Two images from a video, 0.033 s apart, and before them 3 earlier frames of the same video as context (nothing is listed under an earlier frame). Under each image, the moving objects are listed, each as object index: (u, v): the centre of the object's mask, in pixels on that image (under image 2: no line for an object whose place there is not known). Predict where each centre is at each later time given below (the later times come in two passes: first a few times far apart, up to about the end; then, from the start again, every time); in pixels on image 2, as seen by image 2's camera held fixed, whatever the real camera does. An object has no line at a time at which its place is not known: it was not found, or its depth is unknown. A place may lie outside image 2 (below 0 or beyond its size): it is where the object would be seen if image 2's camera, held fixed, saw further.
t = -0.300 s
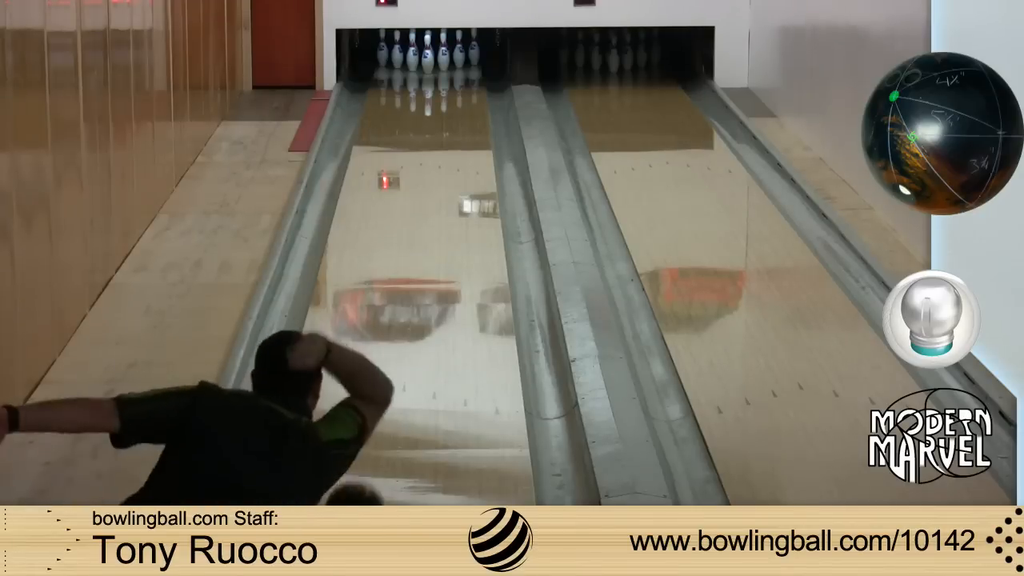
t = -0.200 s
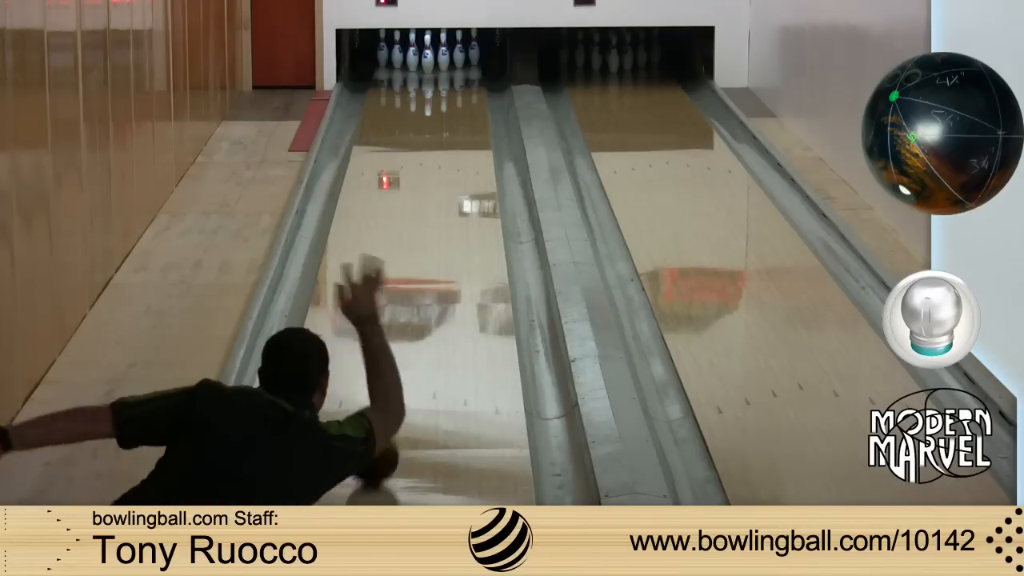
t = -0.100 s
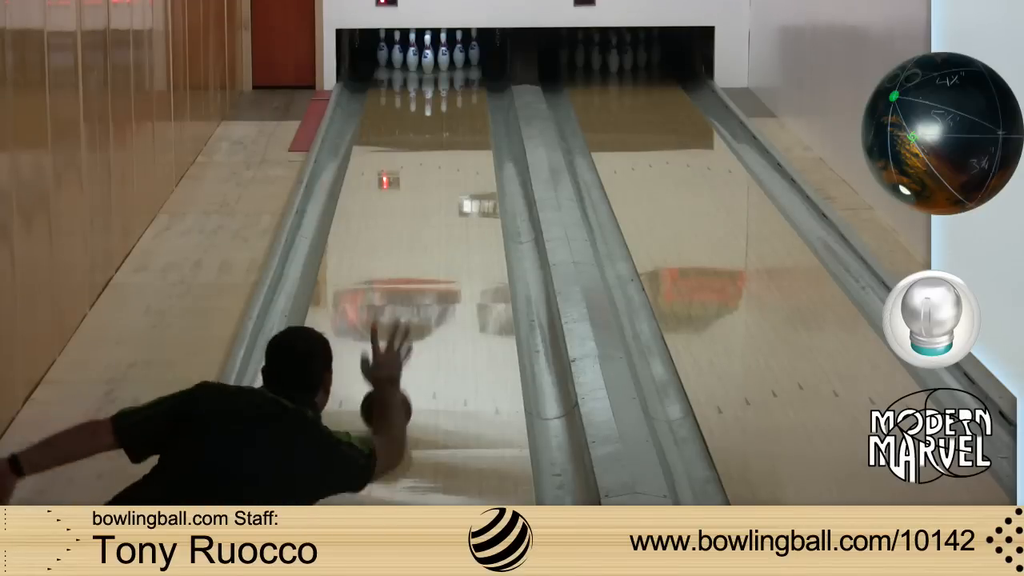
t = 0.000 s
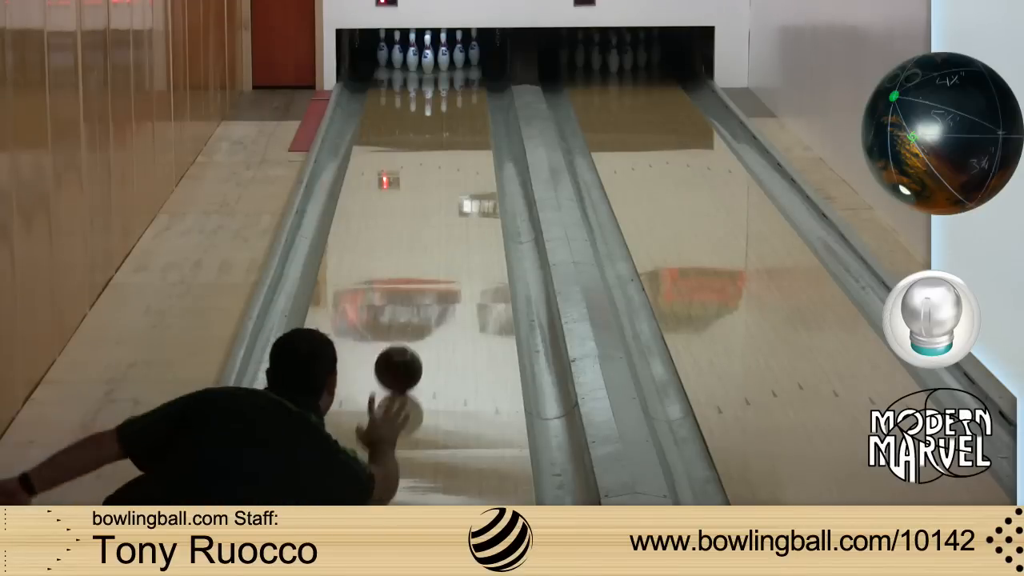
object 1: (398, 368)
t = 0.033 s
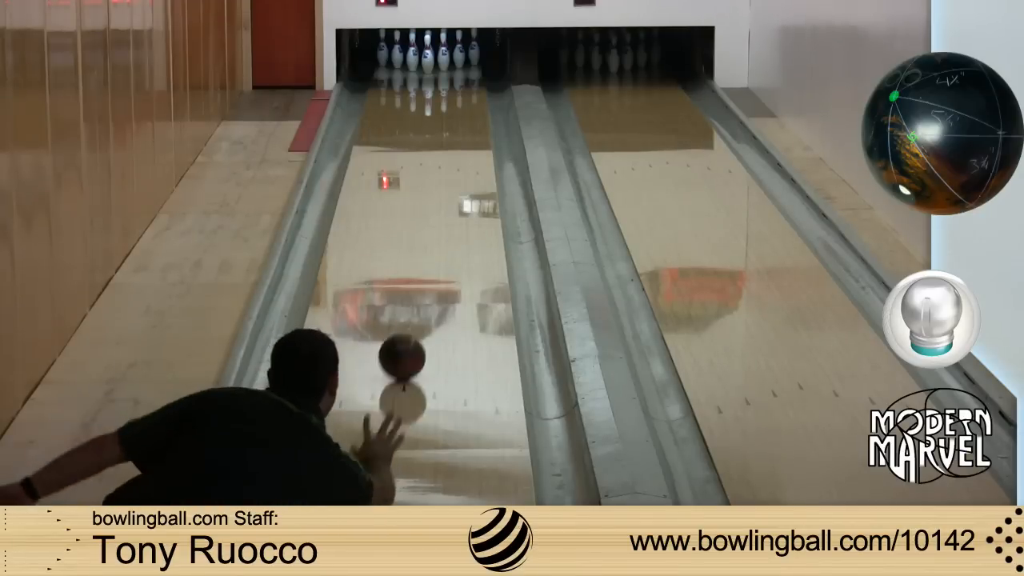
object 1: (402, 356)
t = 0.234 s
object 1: (420, 292)
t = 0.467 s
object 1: (436, 234)
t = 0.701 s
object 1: (447, 188)
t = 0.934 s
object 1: (455, 153)
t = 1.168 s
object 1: (459, 122)
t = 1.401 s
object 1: (458, 97)
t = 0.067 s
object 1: (405, 344)
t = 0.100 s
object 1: (409, 333)
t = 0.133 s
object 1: (412, 322)
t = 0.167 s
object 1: (415, 312)
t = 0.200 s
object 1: (418, 302)
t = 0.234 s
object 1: (420, 292)
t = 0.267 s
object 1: (423, 283)
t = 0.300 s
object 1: (425, 274)
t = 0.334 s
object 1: (428, 266)
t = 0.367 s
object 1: (430, 257)
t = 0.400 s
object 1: (432, 249)
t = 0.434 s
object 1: (434, 241)
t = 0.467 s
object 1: (436, 234)
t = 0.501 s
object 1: (438, 227)
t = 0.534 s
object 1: (440, 220)
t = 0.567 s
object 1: (441, 213)
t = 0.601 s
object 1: (443, 206)
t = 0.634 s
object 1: (445, 200)
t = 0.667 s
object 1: (446, 194)
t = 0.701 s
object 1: (447, 188)
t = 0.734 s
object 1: (449, 183)
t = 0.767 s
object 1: (450, 178)
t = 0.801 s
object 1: (451, 172)
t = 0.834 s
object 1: (452, 167)
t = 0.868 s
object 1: (453, 162)
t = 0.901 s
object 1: (454, 157)
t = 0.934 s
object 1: (455, 153)
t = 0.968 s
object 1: (456, 148)
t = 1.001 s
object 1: (457, 143)
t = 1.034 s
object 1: (458, 139)
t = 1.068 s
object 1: (458, 135)
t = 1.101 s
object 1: (459, 130)
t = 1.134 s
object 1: (459, 126)
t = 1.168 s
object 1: (459, 122)
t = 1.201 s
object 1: (459, 118)
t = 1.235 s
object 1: (459, 115)
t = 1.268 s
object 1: (459, 111)
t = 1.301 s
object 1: (459, 107)
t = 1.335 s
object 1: (459, 102)
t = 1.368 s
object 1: (458, 101)
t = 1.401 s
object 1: (458, 97)
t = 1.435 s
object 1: (457, 95)
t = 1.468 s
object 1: (456, 91)
